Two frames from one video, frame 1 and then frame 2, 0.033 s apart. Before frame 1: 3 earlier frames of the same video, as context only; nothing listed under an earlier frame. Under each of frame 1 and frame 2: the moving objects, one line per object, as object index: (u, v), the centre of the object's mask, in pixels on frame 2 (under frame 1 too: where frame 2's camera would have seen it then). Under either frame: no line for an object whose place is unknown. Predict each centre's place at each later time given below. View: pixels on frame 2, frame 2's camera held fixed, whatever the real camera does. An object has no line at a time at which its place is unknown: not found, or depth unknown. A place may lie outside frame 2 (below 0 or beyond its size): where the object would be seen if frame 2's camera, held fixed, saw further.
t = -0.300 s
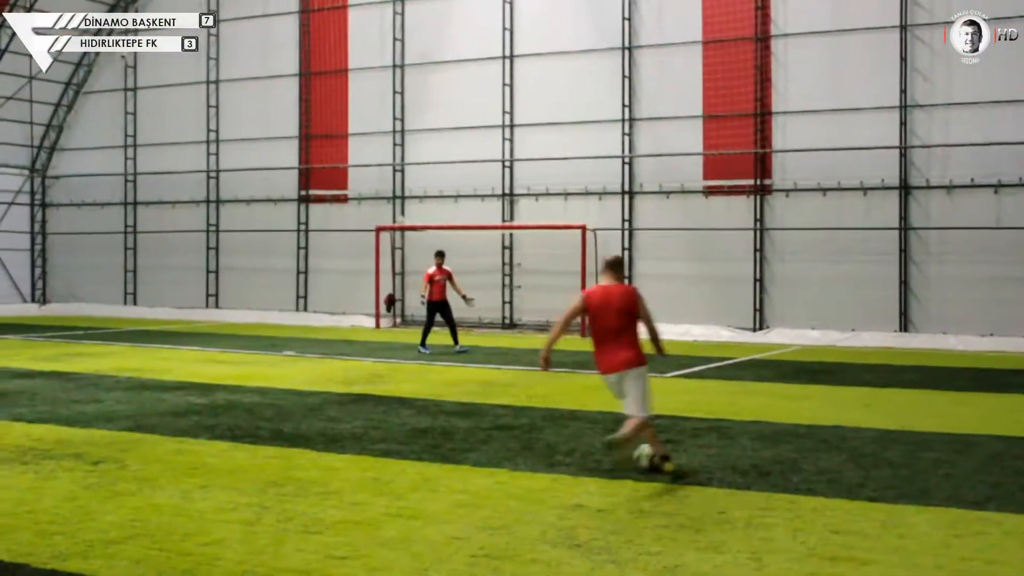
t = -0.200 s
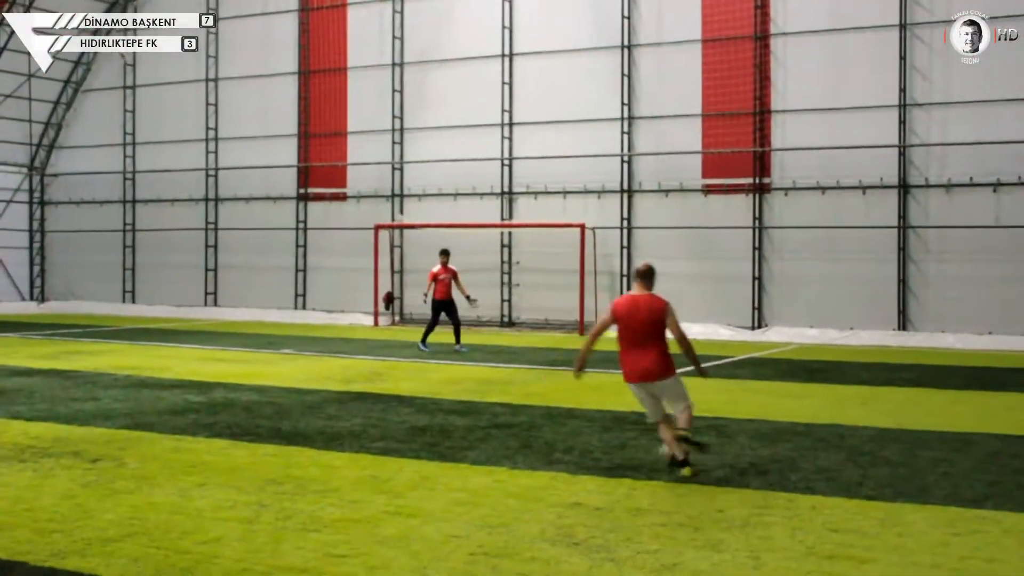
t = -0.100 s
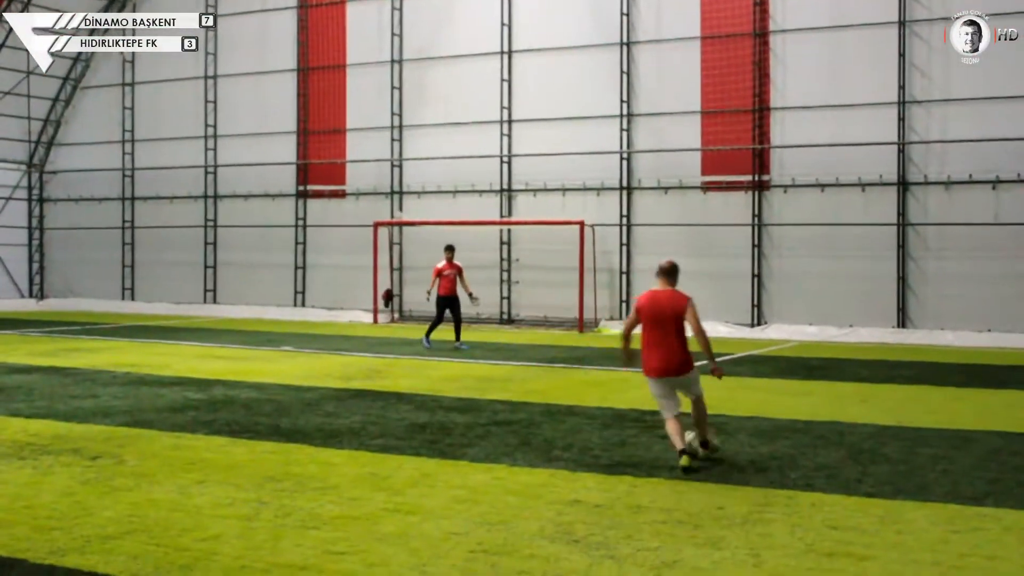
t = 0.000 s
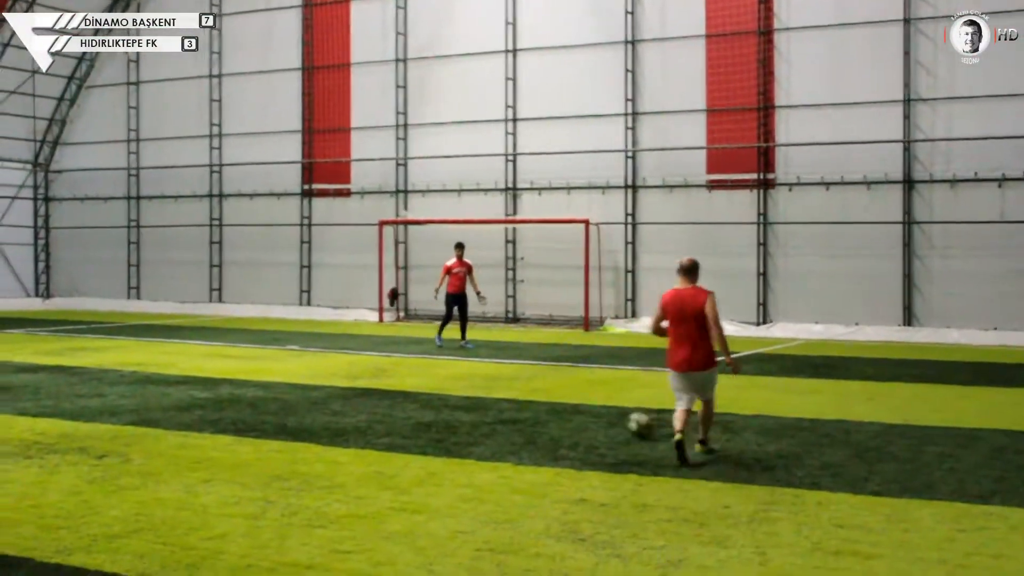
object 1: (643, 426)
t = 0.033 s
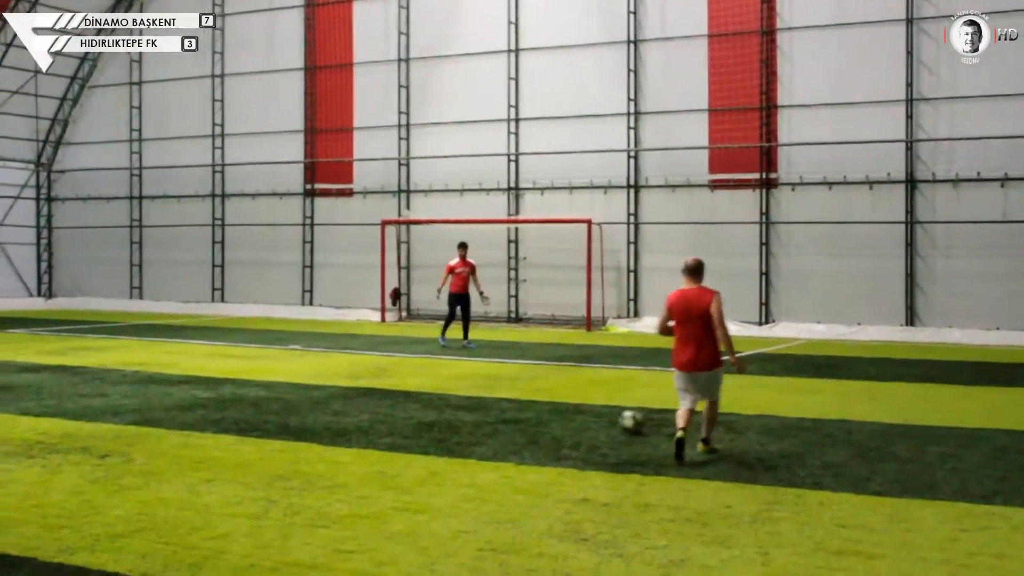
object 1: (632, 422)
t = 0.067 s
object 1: (615, 418)
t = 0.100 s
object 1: (595, 411)
